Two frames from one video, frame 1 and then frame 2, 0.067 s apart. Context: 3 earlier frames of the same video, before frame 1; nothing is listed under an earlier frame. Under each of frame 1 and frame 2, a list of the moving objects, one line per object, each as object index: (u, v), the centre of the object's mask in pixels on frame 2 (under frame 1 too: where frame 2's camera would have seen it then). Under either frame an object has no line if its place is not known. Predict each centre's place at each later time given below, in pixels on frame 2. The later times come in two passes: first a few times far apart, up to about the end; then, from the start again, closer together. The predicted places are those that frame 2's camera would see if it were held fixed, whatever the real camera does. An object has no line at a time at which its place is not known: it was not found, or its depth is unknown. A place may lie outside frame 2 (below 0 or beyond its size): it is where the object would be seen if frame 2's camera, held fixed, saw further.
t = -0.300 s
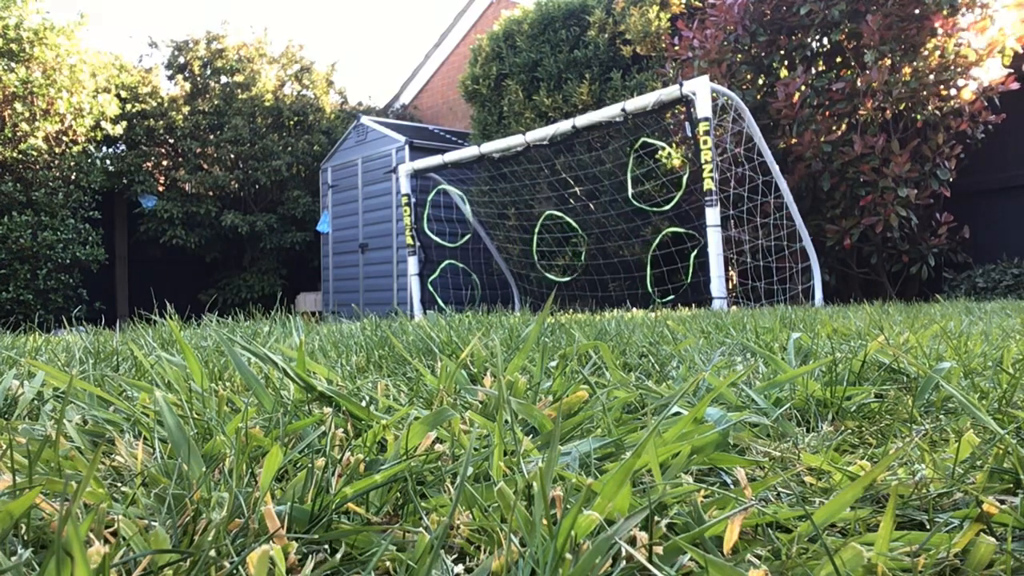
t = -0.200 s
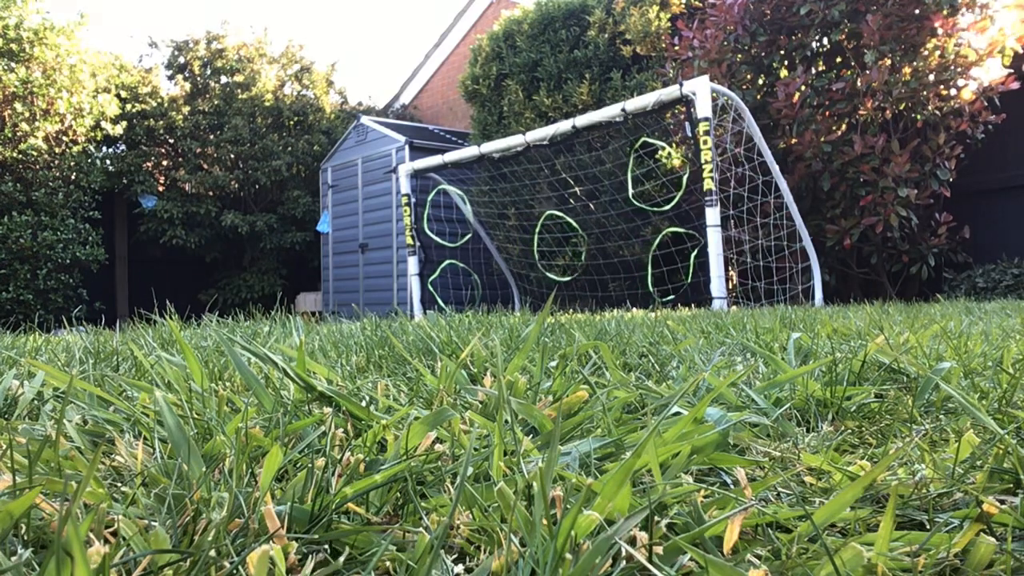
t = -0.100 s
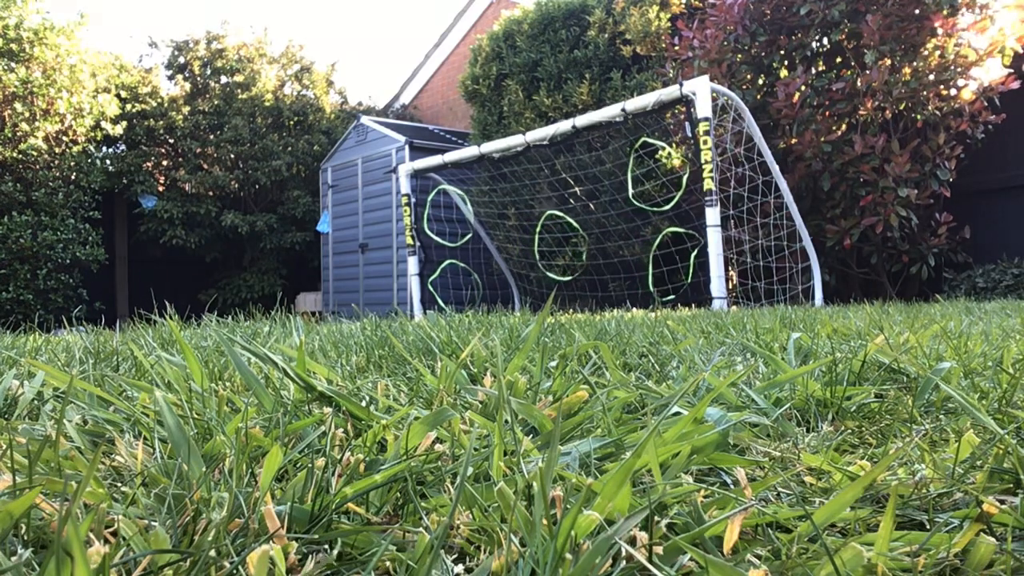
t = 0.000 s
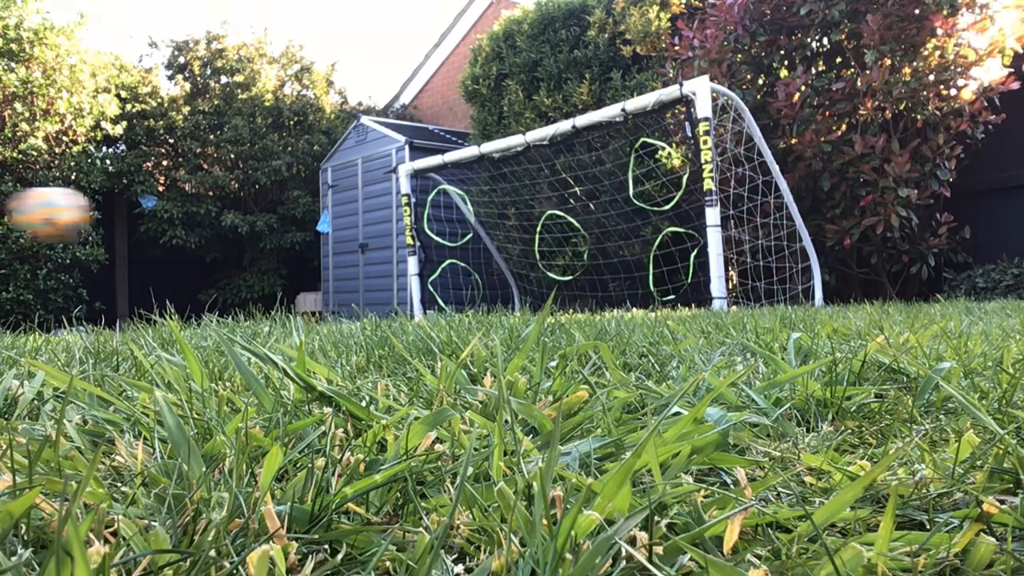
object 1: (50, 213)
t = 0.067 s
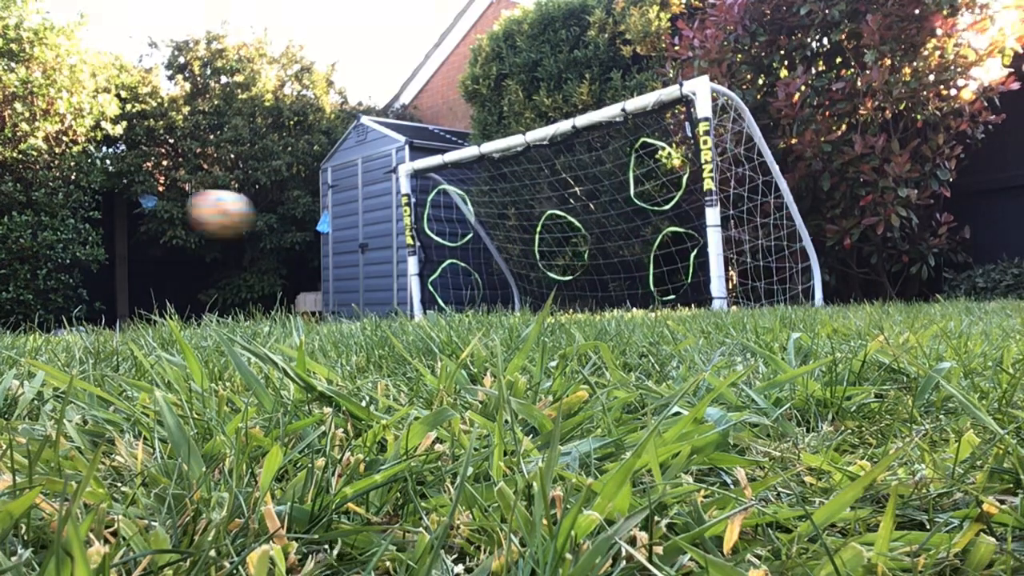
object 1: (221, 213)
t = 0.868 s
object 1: (742, 250)
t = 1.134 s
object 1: (737, 281)
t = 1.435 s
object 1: (691, 300)
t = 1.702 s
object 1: (664, 301)
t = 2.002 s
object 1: (647, 304)
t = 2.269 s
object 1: (644, 304)
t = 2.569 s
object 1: (644, 304)
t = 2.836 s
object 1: (646, 305)
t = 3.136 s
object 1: (645, 305)
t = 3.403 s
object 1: (645, 305)
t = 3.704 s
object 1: (646, 306)
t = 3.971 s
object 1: (647, 306)
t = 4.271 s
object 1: (648, 303)
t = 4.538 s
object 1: (647, 303)
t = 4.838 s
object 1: (646, 304)
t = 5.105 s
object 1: (647, 305)
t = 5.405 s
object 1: (646, 304)
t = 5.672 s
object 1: (646, 304)
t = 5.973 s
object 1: (646, 304)
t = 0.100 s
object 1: (288, 216)
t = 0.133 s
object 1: (349, 221)
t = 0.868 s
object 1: (742, 250)
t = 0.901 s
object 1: (750, 269)
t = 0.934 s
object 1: (756, 282)
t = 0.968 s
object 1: (751, 290)
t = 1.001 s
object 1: (747, 291)
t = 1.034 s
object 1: (744, 286)
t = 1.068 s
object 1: (744, 286)
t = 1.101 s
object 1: (739, 281)
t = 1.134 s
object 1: (737, 281)
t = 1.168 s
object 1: (735, 285)
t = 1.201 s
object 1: (734, 289)
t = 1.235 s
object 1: (733, 289)
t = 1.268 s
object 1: (702, 300)
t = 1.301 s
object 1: (702, 302)
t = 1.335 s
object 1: (699, 299)
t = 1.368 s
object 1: (696, 298)
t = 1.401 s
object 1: (694, 299)
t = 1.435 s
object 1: (691, 300)
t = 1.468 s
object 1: (687, 301)
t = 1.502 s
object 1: (684, 302)
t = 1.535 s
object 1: (678, 302)
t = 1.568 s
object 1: (676, 301)
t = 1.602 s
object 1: (675, 301)
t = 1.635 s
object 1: (669, 300)
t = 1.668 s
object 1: (668, 302)
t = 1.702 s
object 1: (664, 301)
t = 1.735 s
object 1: (659, 304)
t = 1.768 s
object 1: (656, 304)
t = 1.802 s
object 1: (656, 304)
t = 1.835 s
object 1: (653, 304)
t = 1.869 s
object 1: (652, 304)
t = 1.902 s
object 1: (652, 304)
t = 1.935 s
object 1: (650, 304)
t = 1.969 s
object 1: (649, 304)
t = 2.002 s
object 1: (647, 304)
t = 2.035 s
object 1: (647, 304)
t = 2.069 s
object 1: (646, 304)
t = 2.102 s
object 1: (645, 304)
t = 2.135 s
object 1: (645, 304)
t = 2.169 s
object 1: (645, 304)
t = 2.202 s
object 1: (644, 304)
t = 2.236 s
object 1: (644, 304)
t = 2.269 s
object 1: (644, 304)
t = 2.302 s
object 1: (644, 304)
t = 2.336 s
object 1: (644, 304)
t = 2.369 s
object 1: (644, 304)
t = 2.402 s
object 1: (644, 304)
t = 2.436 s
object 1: (644, 304)
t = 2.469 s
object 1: (644, 304)
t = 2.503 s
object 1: (644, 304)
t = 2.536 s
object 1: (644, 304)
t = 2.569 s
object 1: (644, 304)
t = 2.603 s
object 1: (644, 304)
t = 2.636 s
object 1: (644, 304)
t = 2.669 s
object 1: (644, 305)
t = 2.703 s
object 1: (645, 305)
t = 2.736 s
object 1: (647, 305)
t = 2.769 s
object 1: (646, 305)
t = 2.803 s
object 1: (645, 305)
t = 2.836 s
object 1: (646, 305)
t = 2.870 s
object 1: (646, 305)
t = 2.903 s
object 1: (645, 305)
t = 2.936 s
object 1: (646, 305)
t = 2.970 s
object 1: (646, 305)
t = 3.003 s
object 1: (645, 305)
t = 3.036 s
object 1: (645, 305)
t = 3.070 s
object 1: (645, 305)
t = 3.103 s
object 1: (645, 305)
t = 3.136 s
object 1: (645, 305)
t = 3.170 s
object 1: (645, 305)
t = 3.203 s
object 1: (645, 305)
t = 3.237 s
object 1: (645, 305)
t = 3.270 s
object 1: (645, 305)
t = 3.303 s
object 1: (645, 305)
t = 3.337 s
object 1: (645, 305)
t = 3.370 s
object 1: (645, 306)
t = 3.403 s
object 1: (645, 305)
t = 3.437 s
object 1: (645, 305)
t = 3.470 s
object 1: (645, 305)
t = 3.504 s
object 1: (645, 306)
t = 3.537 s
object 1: (645, 306)
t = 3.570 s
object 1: (645, 306)
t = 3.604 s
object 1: (646, 306)
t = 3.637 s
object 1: (646, 306)
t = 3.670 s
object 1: (646, 306)
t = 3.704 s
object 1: (646, 306)
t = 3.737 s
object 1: (646, 306)
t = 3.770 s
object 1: (646, 306)
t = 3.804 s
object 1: (646, 306)
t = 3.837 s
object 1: (646, 306)
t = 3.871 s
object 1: (646, 306)
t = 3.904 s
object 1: (646, 306)
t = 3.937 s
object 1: (647, 306)
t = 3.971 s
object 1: (647, 306)
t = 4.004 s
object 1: (647, 306)
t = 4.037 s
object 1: (647, 306)
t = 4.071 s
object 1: (647, 306)
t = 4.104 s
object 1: (647, 304)
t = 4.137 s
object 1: (648, 304)
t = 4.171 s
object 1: (648, 304)
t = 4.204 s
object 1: (648, 304)
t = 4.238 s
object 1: (648, 304)
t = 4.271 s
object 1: (648, 303)
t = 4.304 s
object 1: (648, 304)
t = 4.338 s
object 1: (648, 304)
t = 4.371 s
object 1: (648, 303)
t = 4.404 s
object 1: (648, 303)
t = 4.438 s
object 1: (648, 303)
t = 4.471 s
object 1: (648, 303)
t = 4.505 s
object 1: (647, 303)
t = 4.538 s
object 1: (647, 303)
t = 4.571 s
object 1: (647, 303)
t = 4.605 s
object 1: (647, 303)
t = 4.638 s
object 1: (647, 303)
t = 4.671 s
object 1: (647, 303)
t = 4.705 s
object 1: (647, 303)
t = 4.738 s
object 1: (647, 303)
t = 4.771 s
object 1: (646, 303)
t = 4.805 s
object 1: (646, 303)
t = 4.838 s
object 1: (646, 304)
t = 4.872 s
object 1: (646, 304)
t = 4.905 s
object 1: (646, 304)
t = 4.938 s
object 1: (645, 304)
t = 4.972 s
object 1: (644, 304)
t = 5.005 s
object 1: (644, 304)
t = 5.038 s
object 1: (644, 304)
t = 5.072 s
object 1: (647, 304)
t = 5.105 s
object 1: (647, 305)
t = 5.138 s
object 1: (647, 304)
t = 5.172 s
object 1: (647, 305)
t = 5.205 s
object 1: (647, 304)
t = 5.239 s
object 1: (647, 305)
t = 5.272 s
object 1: (647, 305)
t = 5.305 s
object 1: (646, 304)
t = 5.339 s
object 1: (648, 305)
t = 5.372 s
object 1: (648, 305)
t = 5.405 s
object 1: (646, 304)
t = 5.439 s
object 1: (646, 304)
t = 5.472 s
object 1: (646, 304)
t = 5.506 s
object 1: (646, 305)
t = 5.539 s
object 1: (646, 304)
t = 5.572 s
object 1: (647, 305)
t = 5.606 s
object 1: (646, 304)
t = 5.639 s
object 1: (646, 304)
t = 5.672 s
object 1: (646, 304)
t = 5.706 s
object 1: (647, 305)
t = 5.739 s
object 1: (646, 304)
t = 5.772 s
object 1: (646, 304)
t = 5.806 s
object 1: (646, 304)
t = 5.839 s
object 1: (647, 305)
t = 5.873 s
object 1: (646, 304)
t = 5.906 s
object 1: (646, 304)
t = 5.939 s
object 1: (646, 304)
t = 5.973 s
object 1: (646, 304)
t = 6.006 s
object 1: (646, 304)
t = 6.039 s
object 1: (646, 304)
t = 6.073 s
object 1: (646, 304)
